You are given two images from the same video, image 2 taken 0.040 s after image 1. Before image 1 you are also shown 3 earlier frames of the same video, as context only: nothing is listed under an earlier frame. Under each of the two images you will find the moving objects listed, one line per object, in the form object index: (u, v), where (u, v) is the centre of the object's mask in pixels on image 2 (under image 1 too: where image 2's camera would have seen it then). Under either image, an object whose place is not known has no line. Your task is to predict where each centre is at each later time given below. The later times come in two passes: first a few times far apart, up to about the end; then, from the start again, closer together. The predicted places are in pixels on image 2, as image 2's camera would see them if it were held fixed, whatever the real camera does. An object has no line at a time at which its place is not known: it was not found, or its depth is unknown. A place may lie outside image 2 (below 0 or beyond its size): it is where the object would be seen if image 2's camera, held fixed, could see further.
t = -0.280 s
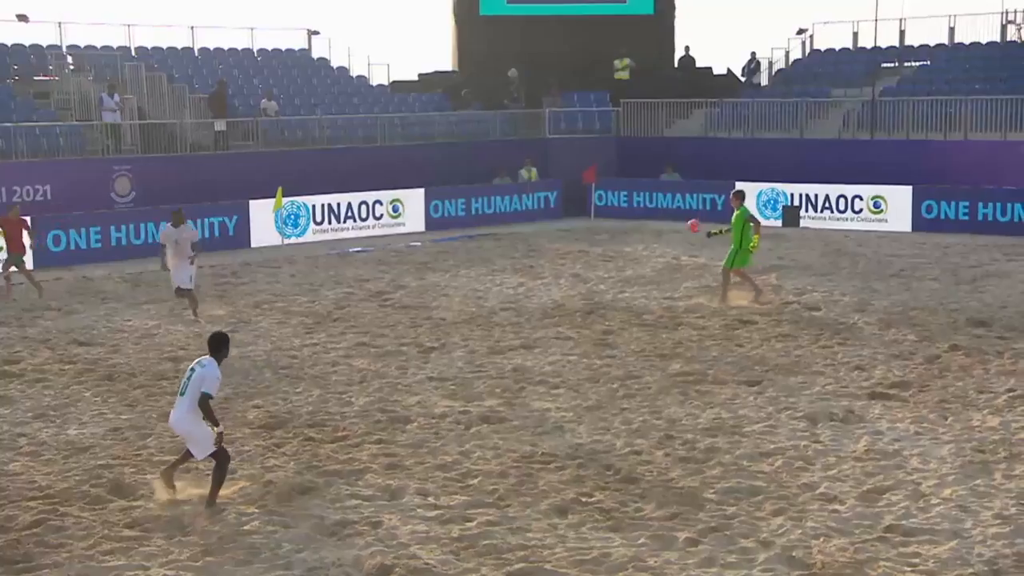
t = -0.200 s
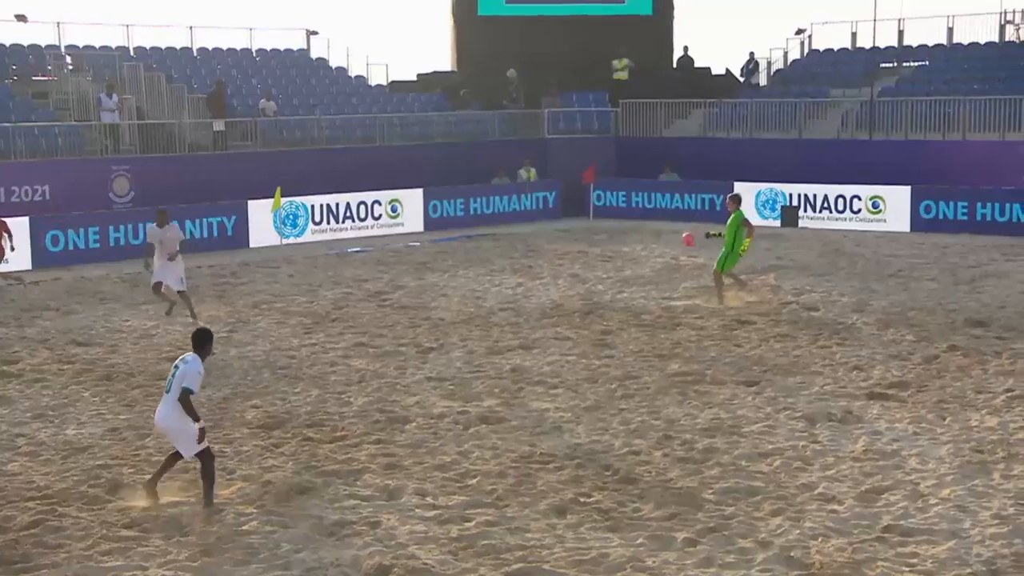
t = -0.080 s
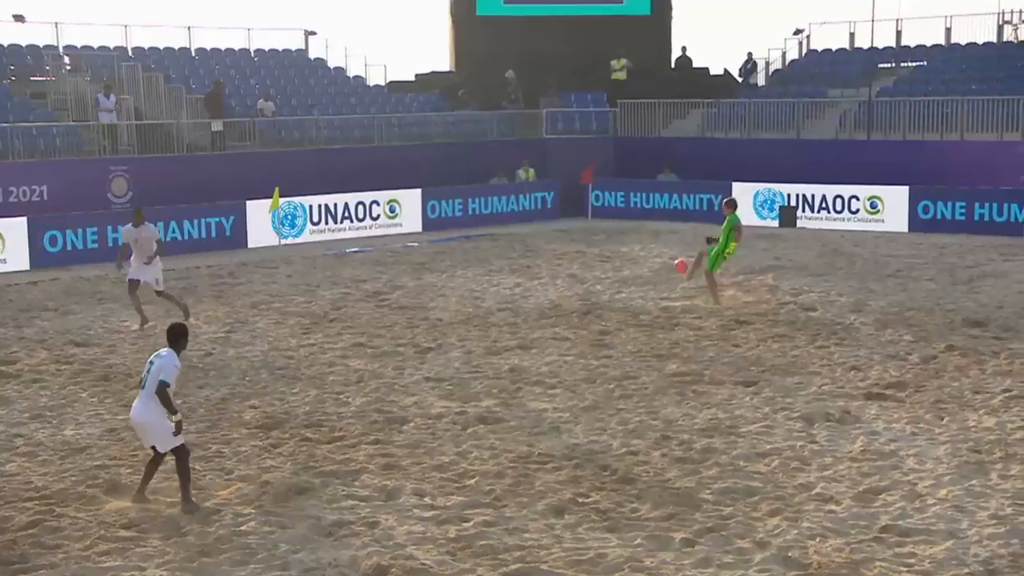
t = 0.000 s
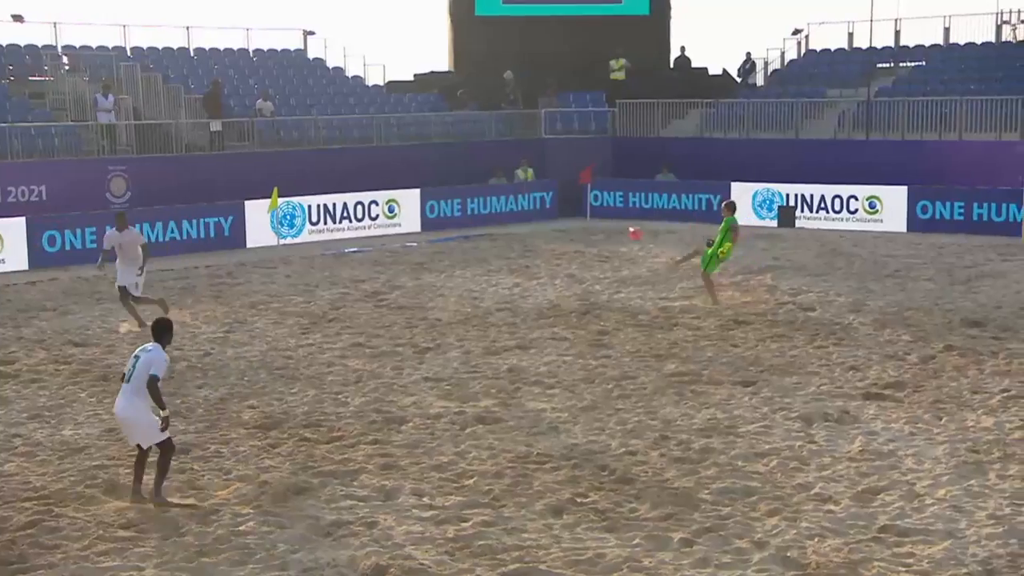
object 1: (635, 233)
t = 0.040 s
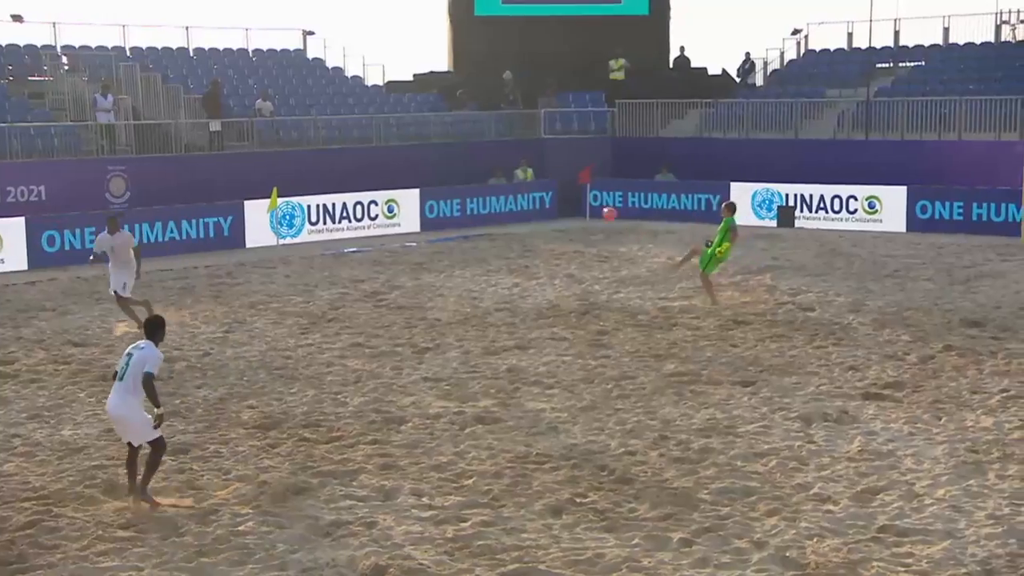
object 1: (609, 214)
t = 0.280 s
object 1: (454, 116)
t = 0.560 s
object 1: (257, 47)
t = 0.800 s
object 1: (79, 22)
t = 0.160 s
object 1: (533, 161)
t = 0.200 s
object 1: (506, 145)
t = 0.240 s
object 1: (480, 130)
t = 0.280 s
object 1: (454, 116)
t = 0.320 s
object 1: (426, 104)
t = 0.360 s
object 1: (399, 92)
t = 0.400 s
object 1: (371, 81)
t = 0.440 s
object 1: (343, 71)
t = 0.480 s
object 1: (315, 63)
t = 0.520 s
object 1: (287, 54)
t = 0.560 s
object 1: (257, 47)
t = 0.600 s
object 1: (229, 40)
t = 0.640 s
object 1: (199, 34)
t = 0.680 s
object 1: (170, 30)
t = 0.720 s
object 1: (140, 26)
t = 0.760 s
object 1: (110, 24)
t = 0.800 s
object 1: (79, 22)
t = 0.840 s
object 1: (48, 21)
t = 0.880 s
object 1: (16, 21)
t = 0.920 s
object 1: (-16, 23)
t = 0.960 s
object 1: (-43, 25)
